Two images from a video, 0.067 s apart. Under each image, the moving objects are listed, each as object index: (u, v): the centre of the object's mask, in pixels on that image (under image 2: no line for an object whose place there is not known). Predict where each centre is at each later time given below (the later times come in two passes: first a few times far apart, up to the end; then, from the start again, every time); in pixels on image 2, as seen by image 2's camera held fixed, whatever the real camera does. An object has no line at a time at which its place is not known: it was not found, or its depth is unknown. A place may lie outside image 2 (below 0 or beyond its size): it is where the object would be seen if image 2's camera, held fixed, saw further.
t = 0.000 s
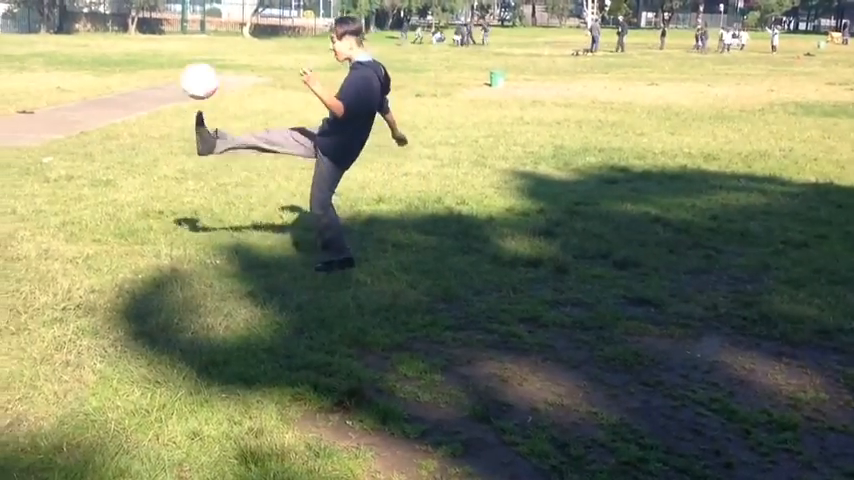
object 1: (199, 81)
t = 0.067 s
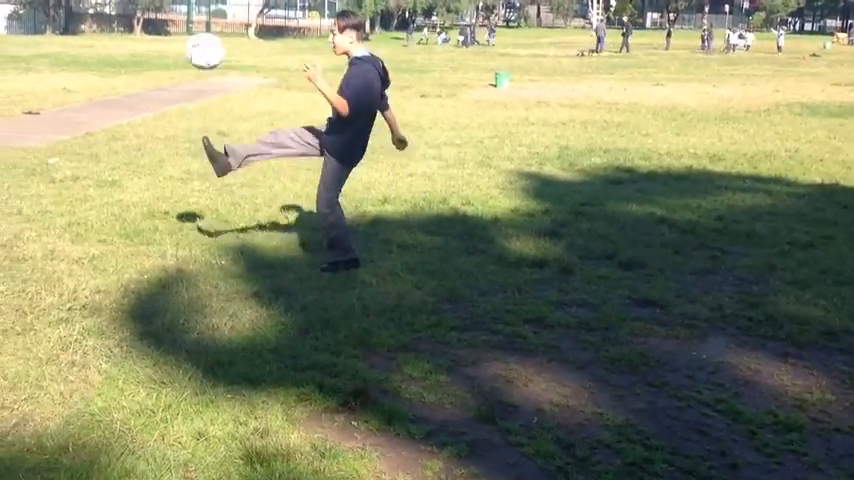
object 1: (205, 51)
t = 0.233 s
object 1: (206, 9)
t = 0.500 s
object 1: (205, 33)
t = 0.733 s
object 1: (206, 194)
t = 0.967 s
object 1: (201, 292)
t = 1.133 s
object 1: (197, 297)
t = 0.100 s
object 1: (204, 37)
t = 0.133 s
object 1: (204, 26)
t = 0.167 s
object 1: (206, 16)
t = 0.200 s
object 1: (205, 12)
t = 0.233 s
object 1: (206, 9)
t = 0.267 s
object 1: (206, 7)
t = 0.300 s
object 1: (206, 7)
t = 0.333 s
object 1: (206, 7)
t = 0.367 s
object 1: (206, 8)
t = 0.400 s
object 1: (207, 10)
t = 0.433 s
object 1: (206, 13)
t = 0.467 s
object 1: (207, 21)
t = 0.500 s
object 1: (205, 33)
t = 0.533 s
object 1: (207, 49)
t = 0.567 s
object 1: (205, 66)
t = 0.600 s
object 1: (205, 85)
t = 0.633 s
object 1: (205, 108)
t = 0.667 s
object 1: (206, 133)
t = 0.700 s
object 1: (205, 162)
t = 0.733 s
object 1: (206, 194)
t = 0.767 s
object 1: (206, 228)
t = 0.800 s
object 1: (205, 264)
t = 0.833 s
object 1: (204, 305)
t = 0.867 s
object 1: (203, 315)
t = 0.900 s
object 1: (203, 305)
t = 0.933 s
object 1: (202, 297)
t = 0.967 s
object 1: (201, 292)
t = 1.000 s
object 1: (200, 287)
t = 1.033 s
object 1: (200, 286)
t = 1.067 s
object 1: (199, 287)
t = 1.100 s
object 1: (198, 291)
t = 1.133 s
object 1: (197, 297)
